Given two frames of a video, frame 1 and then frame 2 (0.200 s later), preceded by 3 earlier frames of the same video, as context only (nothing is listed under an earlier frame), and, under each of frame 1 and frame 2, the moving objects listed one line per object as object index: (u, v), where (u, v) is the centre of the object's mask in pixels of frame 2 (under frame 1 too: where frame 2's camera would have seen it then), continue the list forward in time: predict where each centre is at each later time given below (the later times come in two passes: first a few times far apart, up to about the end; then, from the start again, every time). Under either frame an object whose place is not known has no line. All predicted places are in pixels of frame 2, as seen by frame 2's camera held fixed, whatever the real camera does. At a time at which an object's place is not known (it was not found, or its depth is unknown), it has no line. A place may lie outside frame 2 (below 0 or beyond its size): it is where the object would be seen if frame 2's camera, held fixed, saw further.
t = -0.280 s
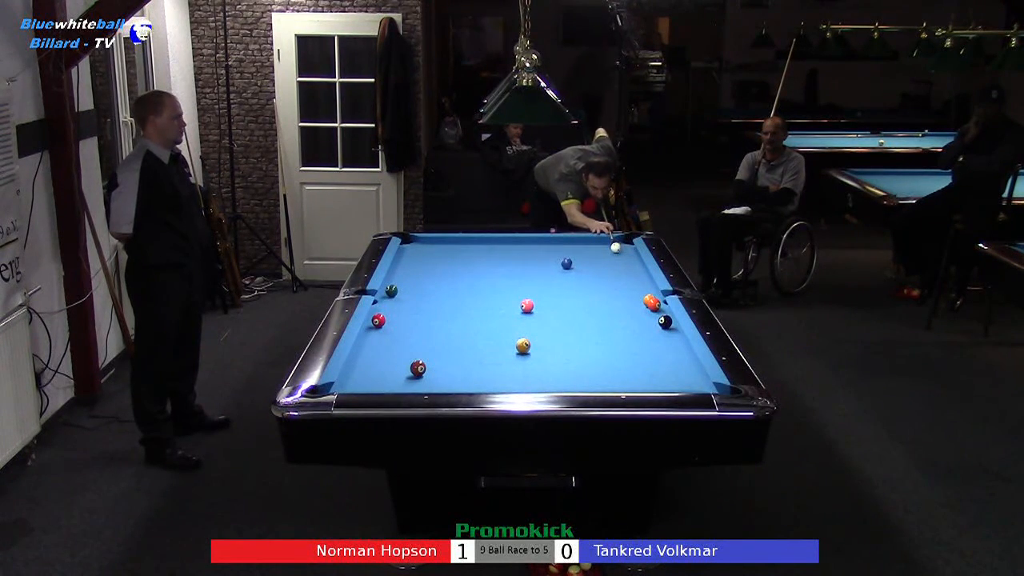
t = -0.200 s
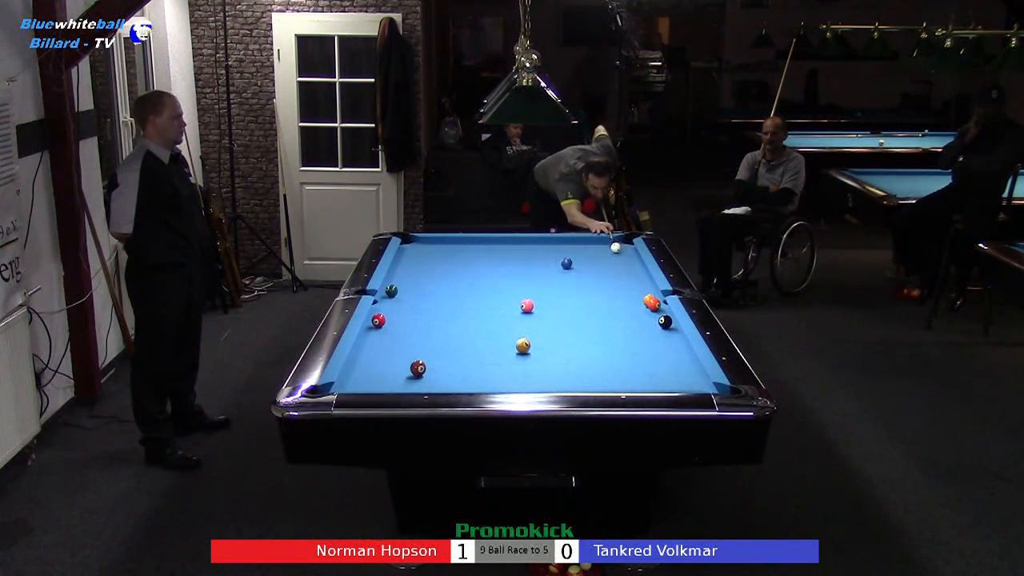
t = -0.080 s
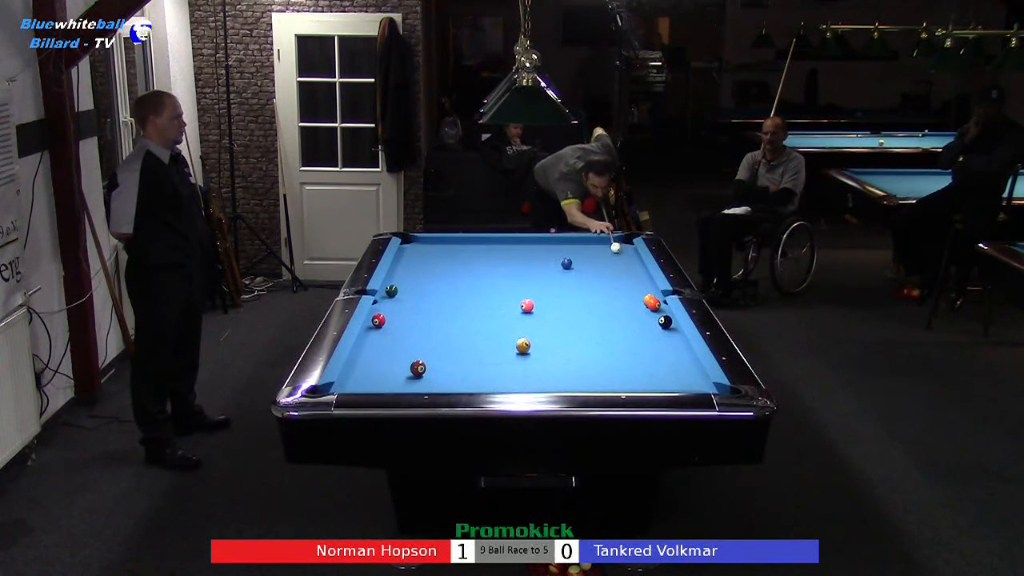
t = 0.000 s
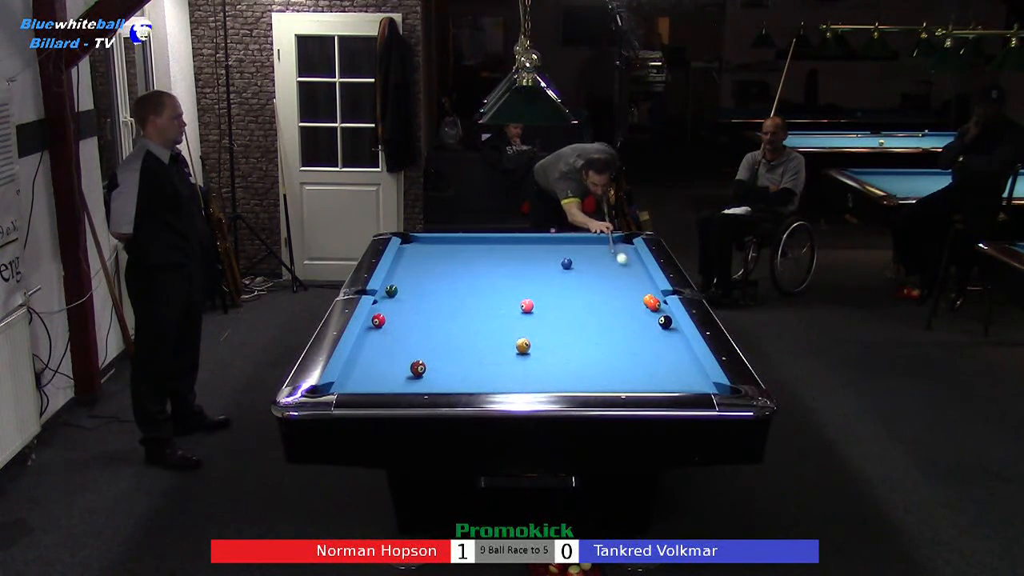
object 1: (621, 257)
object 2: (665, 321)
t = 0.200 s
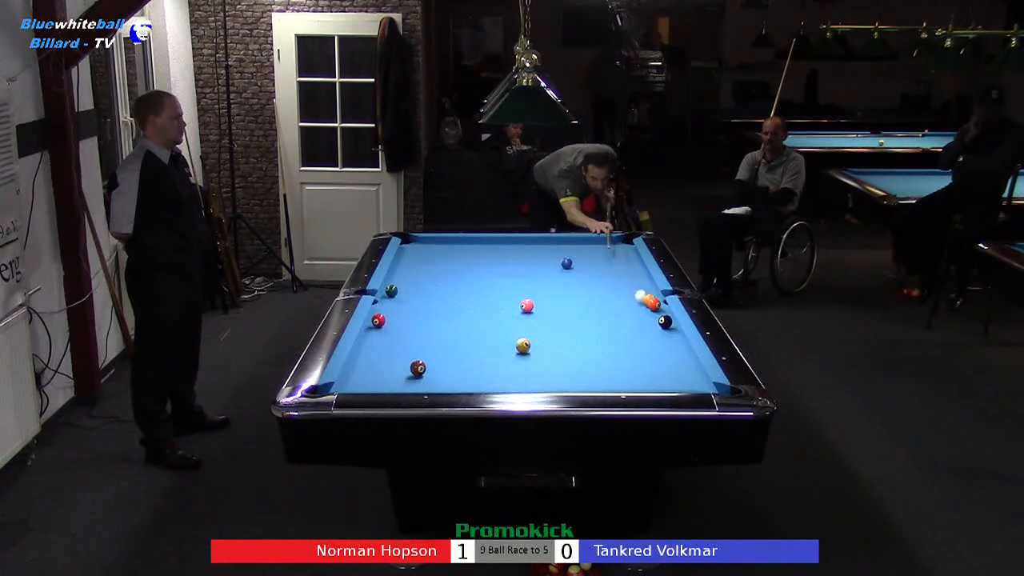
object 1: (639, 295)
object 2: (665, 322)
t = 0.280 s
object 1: (619, 302)
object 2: (665, 322)
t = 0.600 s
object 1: (534, 323)
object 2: (650, 358)
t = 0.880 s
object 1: (454, 346)
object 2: (635, 385)
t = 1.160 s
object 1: (363, 371)
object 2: (616, 369)
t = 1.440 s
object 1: (378, 384)
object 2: (600, 351)
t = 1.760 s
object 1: (407, 381)
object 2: (583, 334)
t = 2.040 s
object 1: (427, 378)
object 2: (571, 321)
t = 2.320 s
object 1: (447, 372)
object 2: (560, 309)
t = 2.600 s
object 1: (465, 367)
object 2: (550, 299)
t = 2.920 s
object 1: (482, 362)
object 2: (540, 288)
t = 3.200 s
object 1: (496, 358)
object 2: (532, 280)
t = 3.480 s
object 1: (508, 355)
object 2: (525, 272)
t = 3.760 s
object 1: (519, 351)
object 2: (519, 265)
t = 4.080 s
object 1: (527, 351)
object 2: (512, 258)
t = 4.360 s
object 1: (532, 351)
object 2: (507, 253)
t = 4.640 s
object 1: (536, 350)
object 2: (502, 247)
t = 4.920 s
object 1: (538, 350)
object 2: (498, 243)
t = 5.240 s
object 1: (537, 350)
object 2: (494, 240)
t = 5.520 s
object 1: (537, 350)
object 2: (491, 242)
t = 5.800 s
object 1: (537, 350)
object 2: (489, 243)
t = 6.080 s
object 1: (537, 350)
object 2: (487, 245)
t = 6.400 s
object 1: (537, 350)
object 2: (485, 247)
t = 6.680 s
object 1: (537, 350)
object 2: (483, 248)
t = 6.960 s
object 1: (538, 350)
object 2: (482, 249)
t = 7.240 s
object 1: (538, 350)
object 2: (482, 250)
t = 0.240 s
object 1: (630, 300)
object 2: (665, 322)
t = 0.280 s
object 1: (619, 302)
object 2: (665, 322)
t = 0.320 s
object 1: (607, 304)
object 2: (664, 325)
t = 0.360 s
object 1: (596, 306)
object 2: (661, 330)
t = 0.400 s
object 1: (586, 309)
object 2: (659, 336)
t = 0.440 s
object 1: (576, 312)
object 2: (657, 340)
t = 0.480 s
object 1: (565, 315)
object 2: (655, 345)
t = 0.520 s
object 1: (555, 317)
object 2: (653, 349)
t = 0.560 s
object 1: (545, 320)
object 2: (652, 354)
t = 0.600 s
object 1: (534, 323)
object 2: (650, 358)
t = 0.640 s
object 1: (523, 326)
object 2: (648, 363)
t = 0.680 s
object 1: (512, 329)
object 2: (646, 368)
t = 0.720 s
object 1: (501, 333)
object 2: (644, 372)
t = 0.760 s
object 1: (489, 336)
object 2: (642, 377)
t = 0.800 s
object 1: (478, 339)
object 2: (640, 381)
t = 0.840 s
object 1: (466, 343)
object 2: (638, 384)
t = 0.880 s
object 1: (454, 346)
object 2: (635, 385)
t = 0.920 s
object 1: (442, 349)
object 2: (632, 383)
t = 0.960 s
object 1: (429, 352)
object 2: (629, 382)
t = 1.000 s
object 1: (418, 353)
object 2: (626, 380)
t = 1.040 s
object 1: (404, 360)
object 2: (624, 376)
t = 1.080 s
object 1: (391, 363)
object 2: (621, 374)
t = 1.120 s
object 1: (377, 367)
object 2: (619, 371)
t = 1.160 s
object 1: (363, 371)
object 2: (616, 369)
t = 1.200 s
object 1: (349, 374)
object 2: (614, 366)
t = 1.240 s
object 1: (350, 377)
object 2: (611, 364)
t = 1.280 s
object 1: (357, 379)
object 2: (609, 361)
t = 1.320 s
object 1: (364, 380)
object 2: (606, 358)
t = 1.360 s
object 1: (369, 381)
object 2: (604, 356)
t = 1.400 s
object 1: (373, 382)
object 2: (602, 354)
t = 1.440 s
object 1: (378, 384)
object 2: (600, 351)
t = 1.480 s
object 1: (383, 385)
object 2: (597, 349)
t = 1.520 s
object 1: (387, 385)
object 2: (595, 347)
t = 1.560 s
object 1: (390, 384)
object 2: (593, 345)
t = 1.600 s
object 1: (393, 384)
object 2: (591, 342)
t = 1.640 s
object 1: (397, 383)
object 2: (589, 341)
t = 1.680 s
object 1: (401, 382)
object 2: (587, 338)
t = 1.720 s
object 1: (404, 382)
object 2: (585, 336)
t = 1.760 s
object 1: (407, 381)
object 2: (583, 334)
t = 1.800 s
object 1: (410, 381)
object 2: (581, 332)
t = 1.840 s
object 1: (413, 381)
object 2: (579, 330)
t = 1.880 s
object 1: (416, 380)
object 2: (578, 328)
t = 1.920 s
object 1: (418, 379)
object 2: (576, 326)
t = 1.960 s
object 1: (422, 379)
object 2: (574, 324)
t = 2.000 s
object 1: (425, 379)
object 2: (572, 323)
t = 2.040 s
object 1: (427, 378)
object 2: (571, 321)
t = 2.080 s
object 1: (431, 376)
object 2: (569, 320)
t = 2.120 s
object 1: (434, 375)
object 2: (567, 318)
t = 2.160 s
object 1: (436, 375)
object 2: (566, 316)
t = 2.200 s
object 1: (439, 374)
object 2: (564, 314)
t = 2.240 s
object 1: (441, 373)
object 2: (563, 313)
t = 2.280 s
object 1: (444, 373)
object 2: (561, 311)
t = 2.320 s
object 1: (447, 372)
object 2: (560, 309)
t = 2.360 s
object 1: (450, 371)
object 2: (558, 308)
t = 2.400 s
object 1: (452, 370)
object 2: (557, 306)
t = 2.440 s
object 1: (455, 370)
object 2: (555, 304)
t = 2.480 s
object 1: (457, 369)
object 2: (554, 303)
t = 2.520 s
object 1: (460, 368)
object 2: (552, 302)
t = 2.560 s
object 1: (462, 368)
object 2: (551, 300)
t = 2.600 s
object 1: (465, 367)
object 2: (550, 299)
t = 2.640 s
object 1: (467, 366)
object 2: (548, 297)
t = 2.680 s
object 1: (469, 366)
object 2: (547, 296)
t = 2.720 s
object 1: (471, 365)
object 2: (546, 295)
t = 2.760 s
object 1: (474, 365)
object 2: (545, 293)
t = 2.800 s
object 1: (476, 363)
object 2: (543, 292)
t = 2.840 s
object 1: (478, 363)
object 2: (542, 291)
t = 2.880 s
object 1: (480, 363)
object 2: (541, 289)
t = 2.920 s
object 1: (482, 362)
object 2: (540, 288)
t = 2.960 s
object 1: (484, 361)
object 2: (539, 287)
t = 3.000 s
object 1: (486, 361)
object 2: (537, 285)
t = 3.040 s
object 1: (489, 360)
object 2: (536, 284)
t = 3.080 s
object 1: (490, 360)
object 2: (535, 283)
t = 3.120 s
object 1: (492, 359)
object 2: (534, 282)
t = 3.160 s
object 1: (494, 358)
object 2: (533, 280)
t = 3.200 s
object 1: (496, 358)
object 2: (532, 280)
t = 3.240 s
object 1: (498, 357)
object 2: (531, 278)
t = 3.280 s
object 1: (500, 357)
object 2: (530, 277)
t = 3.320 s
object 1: (501, 356)
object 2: (529, 276)
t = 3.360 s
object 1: (503, 356)
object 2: (528, 275)
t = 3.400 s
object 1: (505, 355)
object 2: (527, 274)
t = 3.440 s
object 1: (506, 355)
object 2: (526, 273)
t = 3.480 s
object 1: (508, 355)
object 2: (525, 272)
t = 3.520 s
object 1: (510, 354)
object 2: (524, 271)
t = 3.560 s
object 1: (511, 353)
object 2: (523, 270)
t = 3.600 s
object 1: (512, 353)
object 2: (522, 269)
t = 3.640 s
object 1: (514, 353)
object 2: (521, 268)
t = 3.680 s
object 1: (516, 352)
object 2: (520, 267)
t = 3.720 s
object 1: (517, 352)
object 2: (519, 266)
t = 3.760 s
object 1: (519, 351)
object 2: (519, 265)
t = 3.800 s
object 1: (520, 351)
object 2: (518, 264)
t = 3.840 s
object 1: (521, 351)
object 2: (517, 263)
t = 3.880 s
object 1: (523, 351)
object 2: (516, 262)
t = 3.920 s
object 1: (523, 351)
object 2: (515, 262)
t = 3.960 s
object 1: (524, 351)
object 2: (515, 261)
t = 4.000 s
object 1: (525, 351)
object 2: (514, 260)
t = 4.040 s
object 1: (526, 351)
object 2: (513, 259)
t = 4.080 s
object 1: (527, 351)
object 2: (512, 258)
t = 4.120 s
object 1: (528, 351)
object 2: (512, 257)
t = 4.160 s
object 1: (529, 351)
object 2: (510, 256)
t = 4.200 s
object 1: (530, 351)
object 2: (510, 256)
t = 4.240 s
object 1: (530, 351)
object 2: (509, 255)
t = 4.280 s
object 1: (531, 351)
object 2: (508, 254)
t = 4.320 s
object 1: (532, 351)
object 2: (508, 253)
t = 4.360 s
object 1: (532, 351)
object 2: (507, 253)
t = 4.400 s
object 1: (533, 351)
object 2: (506, 252)
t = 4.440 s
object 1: (533, 350)
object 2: (506, 251)
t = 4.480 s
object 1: (534, 351)
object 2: (505, 250)
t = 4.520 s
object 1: (535, 350)
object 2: (505, 250)
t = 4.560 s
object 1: (535, 350)
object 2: (504, 249)
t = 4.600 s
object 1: (536, 350)
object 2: (503, 248)
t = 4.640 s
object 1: (536, 350)
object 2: (502, 247)
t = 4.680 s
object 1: (536, 350)
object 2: (502, 247)
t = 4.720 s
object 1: (536, 350)
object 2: (501, 247)
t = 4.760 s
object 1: (537, 350)
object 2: (501, 245)
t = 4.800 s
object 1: (537, 350)
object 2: (500, 245)
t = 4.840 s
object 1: (537, 350)
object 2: (499, 244)
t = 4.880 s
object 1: (538, 350)
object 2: (499, 243)
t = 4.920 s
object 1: (538, 350)
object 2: (498, 243)
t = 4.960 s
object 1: (538, 350)
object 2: (497, 243)
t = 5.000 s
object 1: (538, 350)
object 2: (497, 242)
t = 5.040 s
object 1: (538, 350)
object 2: (497, 241)
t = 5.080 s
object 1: (538, 350)
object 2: (495, 240)
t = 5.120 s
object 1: (538, 350)
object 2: (495, 240)
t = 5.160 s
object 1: (538, 350)
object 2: (494, 240)
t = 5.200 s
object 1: (537, 350)
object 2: (494, 240)
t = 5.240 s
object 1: (537, 350)
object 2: (494, 240)
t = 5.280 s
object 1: (537, 350)
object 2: (493, 240)
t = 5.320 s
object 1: (537, 350)
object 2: (493, 240)
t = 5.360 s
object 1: (537, 350)
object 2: (492, 241)
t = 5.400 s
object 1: (537, 350)
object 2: (492, 241)
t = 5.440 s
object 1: (537, 350)
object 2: (492, 241)
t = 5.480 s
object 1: (537, 350)
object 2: (492, 241)
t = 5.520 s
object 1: (537, 350)
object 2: (491, 242)
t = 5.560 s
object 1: (537, 350)
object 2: (491, 242)
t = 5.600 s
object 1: (537, 350)
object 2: (490, 243)
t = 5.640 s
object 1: (537, 350)
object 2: (490, 243)
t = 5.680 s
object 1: (537, 350)
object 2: (490, 243)
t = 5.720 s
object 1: (537, 350)
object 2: (489, 243)
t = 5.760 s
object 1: (537, 350)
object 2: (489, 243)
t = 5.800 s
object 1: (537, 350)
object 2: (489, 243)
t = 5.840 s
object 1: (537, 350)
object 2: (488, 244)
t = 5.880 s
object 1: (537, 350)
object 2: (488, 243)
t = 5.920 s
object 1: (537, 350)
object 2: (488, 244)
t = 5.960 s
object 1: (537, 350)
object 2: (487, 244)
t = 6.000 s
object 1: (537, 350)
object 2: (487, 245)
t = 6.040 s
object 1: (537, 350)
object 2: (487, 245)
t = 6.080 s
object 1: (537, 350)
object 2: (487, 245)
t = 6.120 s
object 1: (537, 350)
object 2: (486, 246)
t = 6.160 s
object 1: (537, 350)
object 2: (486, 246)
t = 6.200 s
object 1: (537, 350)
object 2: (486, 246)
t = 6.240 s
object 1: (537, 350)
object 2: (485, 246)
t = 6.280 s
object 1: (537, 350)
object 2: (485, 246)
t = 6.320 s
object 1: (537, 350)
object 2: (485, 246)
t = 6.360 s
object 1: (537, 350)
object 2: (485, 246)
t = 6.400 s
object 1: (537, 350)
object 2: (485, 247)
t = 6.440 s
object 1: (537, 350)
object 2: (484, 247)
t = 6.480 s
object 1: (537, 350)
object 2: (484, 247)
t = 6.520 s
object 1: (537, 350)
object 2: (484, 247)
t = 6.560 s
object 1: (537, 350)
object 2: (484, 248)
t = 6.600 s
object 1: (537, 350)
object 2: (484, 248)
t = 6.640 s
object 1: (537, 350)
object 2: (483, 248)
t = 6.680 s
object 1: (537, 350)
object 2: (483, 248)
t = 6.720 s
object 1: (537, 350)
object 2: (483, 249)
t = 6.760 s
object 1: (538, 350)
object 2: (483, 249)
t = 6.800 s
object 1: (538, 350)
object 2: (483, 249)
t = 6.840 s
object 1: (538, 350)
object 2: (482, 249)
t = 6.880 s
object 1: (538, 350)
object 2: (482, 249)
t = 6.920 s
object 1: (538, 350)
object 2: (482, 249)
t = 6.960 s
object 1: (538, 350)
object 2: (482, 249)
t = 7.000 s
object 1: (538, 350)
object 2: (482, 250)
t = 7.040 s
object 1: (538, 350)
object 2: (482, 250)
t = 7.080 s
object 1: (538, 350)
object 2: (482, 250)
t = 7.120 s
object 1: (538, 350)
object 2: (482, 250)
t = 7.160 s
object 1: (538, 350)
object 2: (482, 250)
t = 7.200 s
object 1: (538, 350)
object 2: (482, 250)
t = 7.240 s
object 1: (538, 350)
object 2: (482, 250)
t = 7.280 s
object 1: (538, 350)
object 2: (482, 250)
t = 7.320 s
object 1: (538, 350)
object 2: (482, 250)
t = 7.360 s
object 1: (538, 350)
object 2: (481, 250)
